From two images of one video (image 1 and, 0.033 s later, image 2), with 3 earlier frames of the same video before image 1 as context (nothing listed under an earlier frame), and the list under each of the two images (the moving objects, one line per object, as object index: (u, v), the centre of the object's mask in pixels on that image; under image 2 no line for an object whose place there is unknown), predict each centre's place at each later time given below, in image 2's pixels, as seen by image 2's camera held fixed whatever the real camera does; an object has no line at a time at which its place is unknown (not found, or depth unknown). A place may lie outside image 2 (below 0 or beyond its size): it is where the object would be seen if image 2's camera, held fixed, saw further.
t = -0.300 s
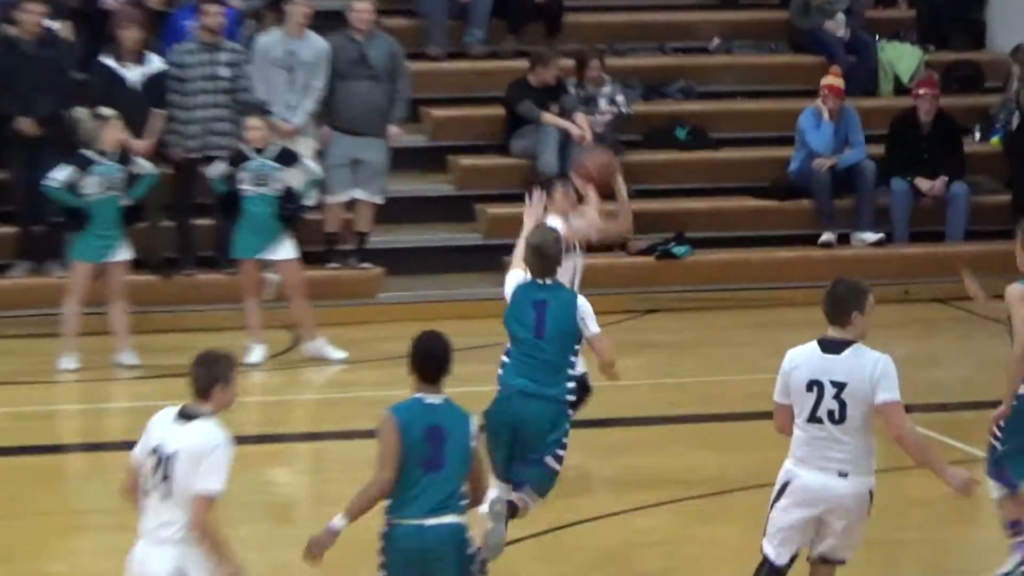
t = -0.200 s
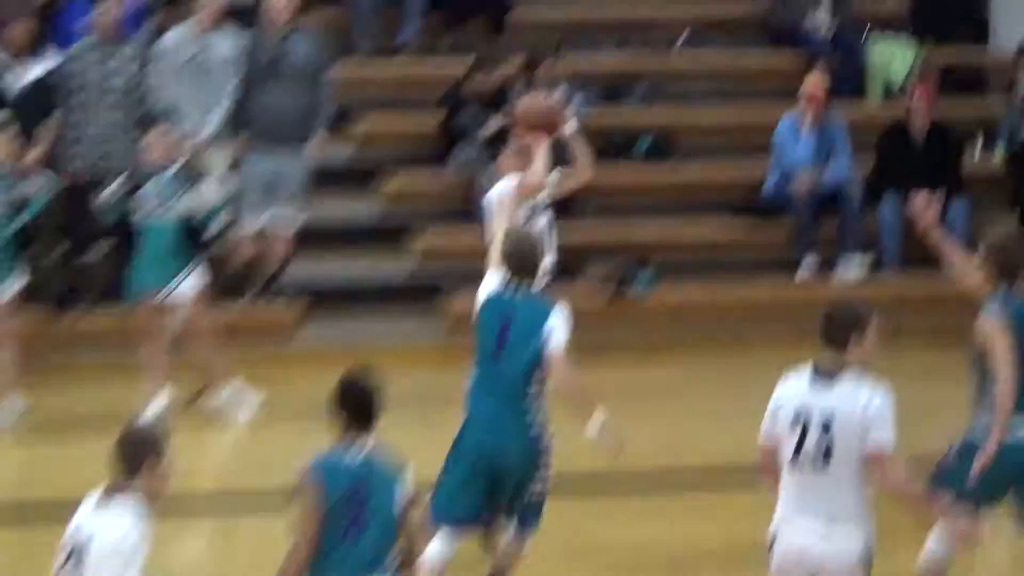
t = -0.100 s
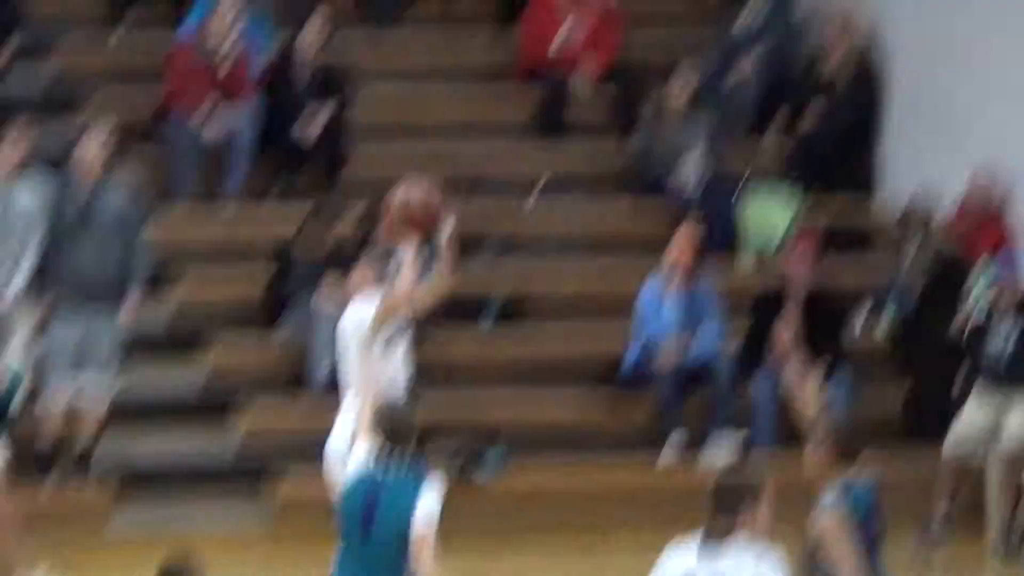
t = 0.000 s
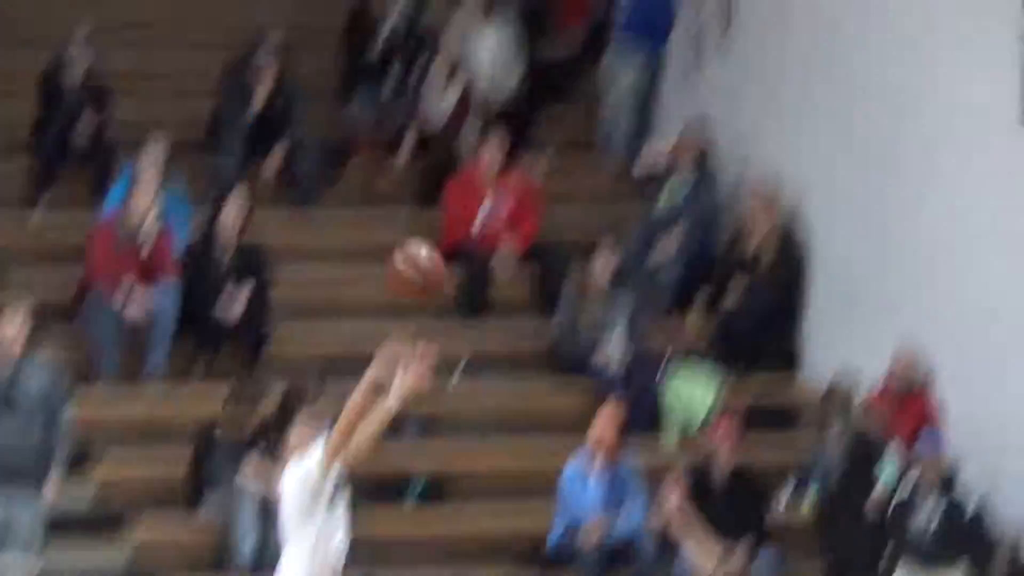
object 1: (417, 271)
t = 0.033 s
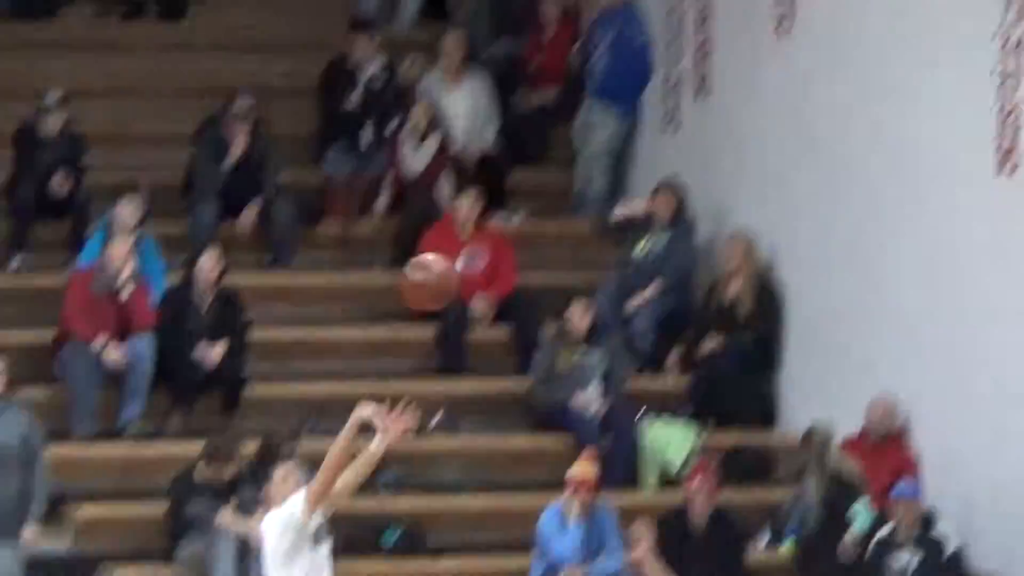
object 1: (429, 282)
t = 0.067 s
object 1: (467, 244)
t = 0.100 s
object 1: (504, 209)
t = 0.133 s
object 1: (540, 178)
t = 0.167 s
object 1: (579, 144)
